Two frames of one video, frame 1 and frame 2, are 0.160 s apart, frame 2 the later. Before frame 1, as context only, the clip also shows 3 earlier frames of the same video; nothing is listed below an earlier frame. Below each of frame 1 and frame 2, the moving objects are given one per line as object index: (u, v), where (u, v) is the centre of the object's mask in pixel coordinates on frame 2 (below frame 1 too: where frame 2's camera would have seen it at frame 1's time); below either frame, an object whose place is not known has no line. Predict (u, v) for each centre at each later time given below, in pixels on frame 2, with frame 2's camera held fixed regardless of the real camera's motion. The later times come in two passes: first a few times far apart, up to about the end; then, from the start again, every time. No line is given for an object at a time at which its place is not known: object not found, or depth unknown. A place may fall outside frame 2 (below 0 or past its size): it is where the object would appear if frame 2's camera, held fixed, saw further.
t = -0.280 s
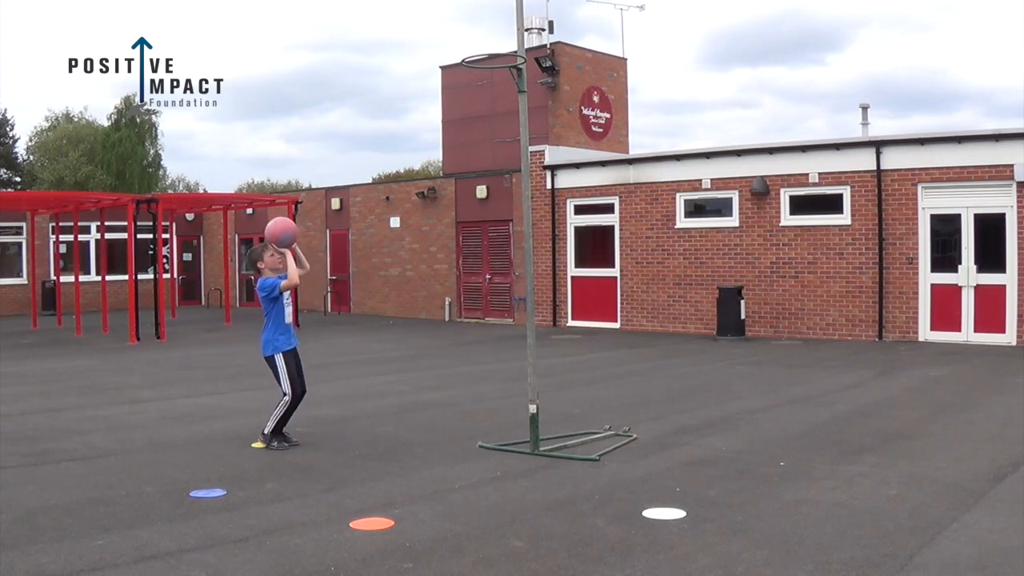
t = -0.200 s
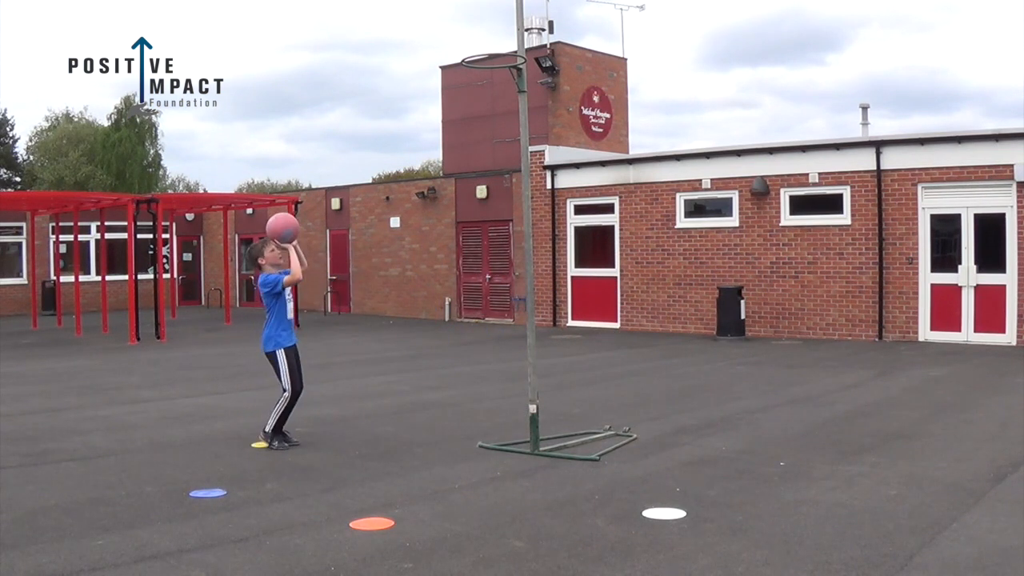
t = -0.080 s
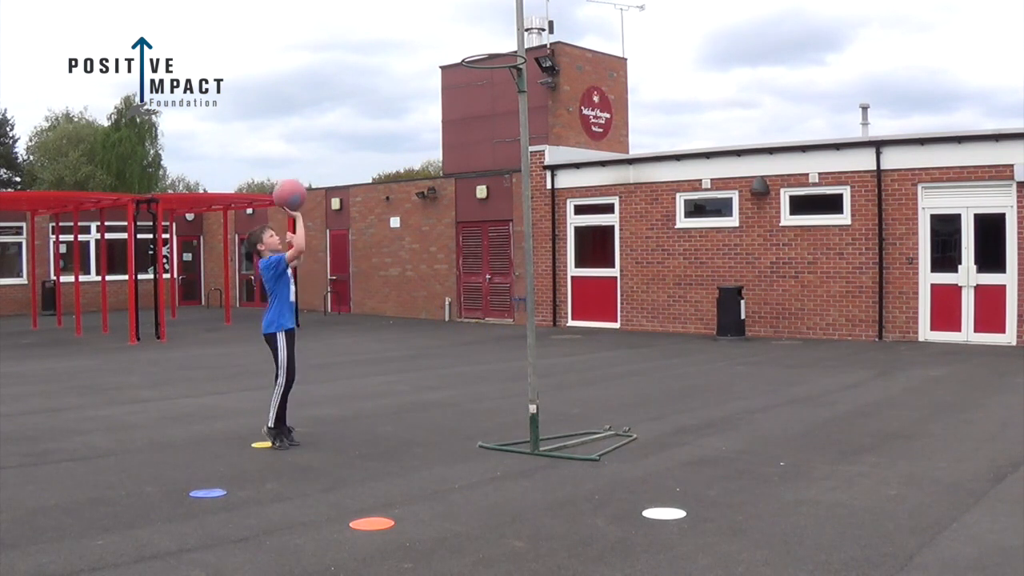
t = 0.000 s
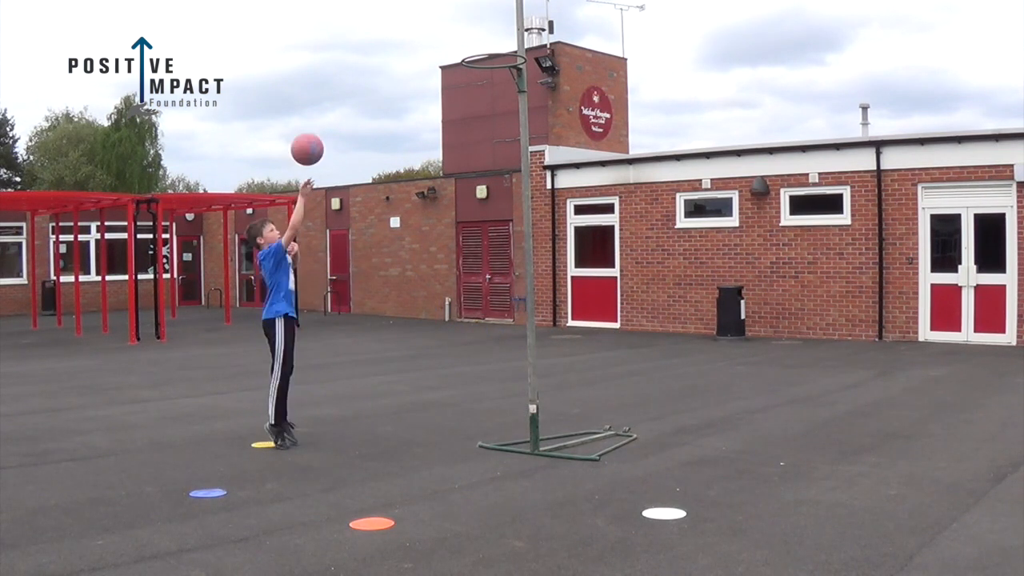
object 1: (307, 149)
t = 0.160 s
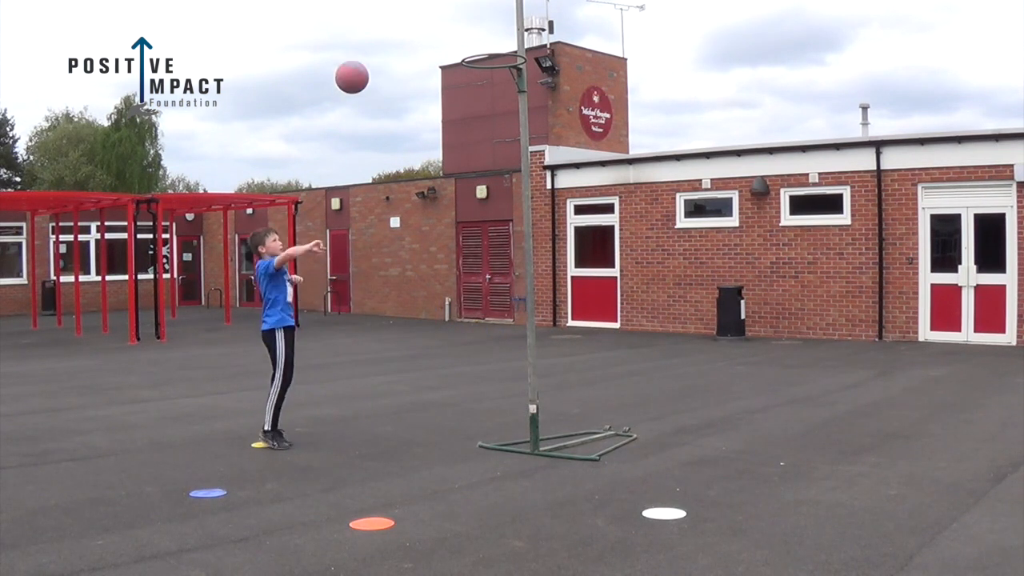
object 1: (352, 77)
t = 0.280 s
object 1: (387, 47)
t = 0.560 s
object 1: (462, 42)
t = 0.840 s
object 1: (472, 42)
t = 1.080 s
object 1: (509, 71)
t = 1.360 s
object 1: (560, 210)
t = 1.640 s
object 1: (610, 429)
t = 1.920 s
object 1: (660, 292)
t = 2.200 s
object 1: (711, 279)
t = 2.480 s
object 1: (762, 394)
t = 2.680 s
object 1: (794, 395)
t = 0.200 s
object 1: (363, 65)
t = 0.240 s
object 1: (375, 55)
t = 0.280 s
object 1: (387, 47)
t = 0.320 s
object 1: (399, 42)
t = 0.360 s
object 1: (411, 38)
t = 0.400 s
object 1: (423, 38)
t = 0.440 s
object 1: (436, 39)
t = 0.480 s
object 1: (448, 43)
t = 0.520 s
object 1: (459, 48)
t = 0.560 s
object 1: (462, 42)
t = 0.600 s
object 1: (463, 35)
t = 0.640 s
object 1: (465, 30)
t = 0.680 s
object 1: (466, 28)
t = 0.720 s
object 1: (468, 29)
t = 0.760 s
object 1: (469, 31)
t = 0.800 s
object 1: (471, 36)
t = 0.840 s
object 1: (472, 42)
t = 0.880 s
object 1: (476, 50)
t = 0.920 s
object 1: (482, 49)
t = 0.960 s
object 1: (490, 51)
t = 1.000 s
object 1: (496, 55)
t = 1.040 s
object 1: (503, 62)
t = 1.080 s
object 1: (509, 71)
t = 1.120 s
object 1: (516, 83)
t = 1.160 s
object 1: (523, 97)
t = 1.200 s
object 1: (531, 115)
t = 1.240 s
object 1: (538, 134)
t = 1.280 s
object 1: (545, 157)
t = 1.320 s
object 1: (552, 183)
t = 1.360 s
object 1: (560, 210)
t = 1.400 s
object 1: (568, 242)
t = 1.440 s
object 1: (575, 276)
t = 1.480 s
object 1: (582, 312)
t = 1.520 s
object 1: (589, 350)
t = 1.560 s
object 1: (596, 391)
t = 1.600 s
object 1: (603, 435)
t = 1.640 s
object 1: (610, 429)
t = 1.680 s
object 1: (617, 403)
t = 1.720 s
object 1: (624, 378)
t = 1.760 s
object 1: (631, 356)
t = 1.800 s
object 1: (638, 337)
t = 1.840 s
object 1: (646, 319)
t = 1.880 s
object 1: (653, 305)
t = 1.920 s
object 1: (660, 292)
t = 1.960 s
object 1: (667, 283)
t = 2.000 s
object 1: (674, 276)
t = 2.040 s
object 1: (681, 271)
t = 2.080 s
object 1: (689, 269)
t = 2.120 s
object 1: (696, 270)
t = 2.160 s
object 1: (704, 273)
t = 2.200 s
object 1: (711, 279)
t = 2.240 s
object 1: (719, 288)
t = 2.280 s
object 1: (726, 299)
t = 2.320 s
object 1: (733, 313)
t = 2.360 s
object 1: (741, 329)
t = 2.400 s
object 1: (748, 348)
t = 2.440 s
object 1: (755, 370)
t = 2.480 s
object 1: (762, 394)
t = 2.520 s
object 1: (768, 420)
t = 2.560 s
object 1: (775, 445)
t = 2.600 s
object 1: (781, 426)
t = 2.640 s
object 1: (787, 410)
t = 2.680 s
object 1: (794, 395)
